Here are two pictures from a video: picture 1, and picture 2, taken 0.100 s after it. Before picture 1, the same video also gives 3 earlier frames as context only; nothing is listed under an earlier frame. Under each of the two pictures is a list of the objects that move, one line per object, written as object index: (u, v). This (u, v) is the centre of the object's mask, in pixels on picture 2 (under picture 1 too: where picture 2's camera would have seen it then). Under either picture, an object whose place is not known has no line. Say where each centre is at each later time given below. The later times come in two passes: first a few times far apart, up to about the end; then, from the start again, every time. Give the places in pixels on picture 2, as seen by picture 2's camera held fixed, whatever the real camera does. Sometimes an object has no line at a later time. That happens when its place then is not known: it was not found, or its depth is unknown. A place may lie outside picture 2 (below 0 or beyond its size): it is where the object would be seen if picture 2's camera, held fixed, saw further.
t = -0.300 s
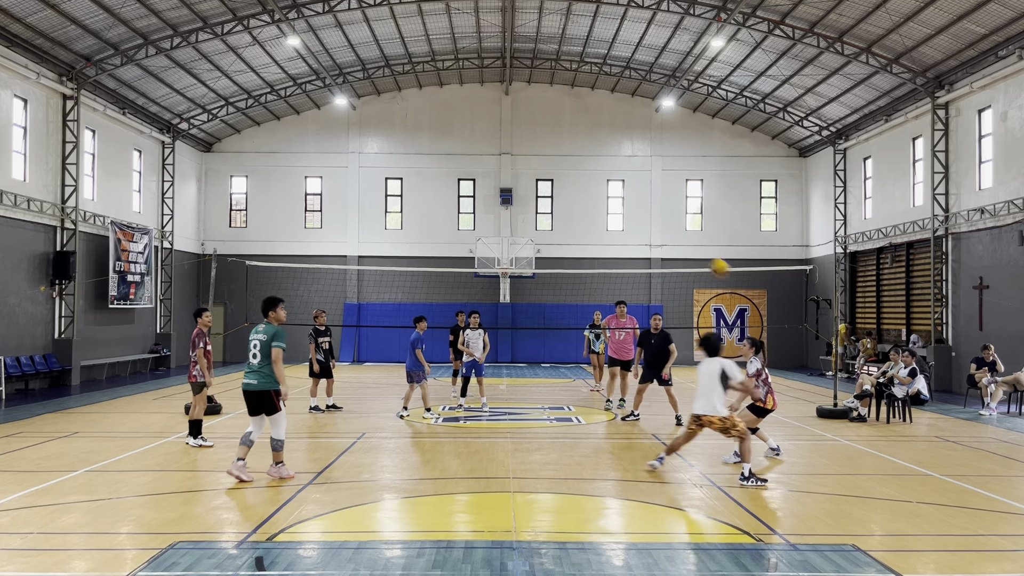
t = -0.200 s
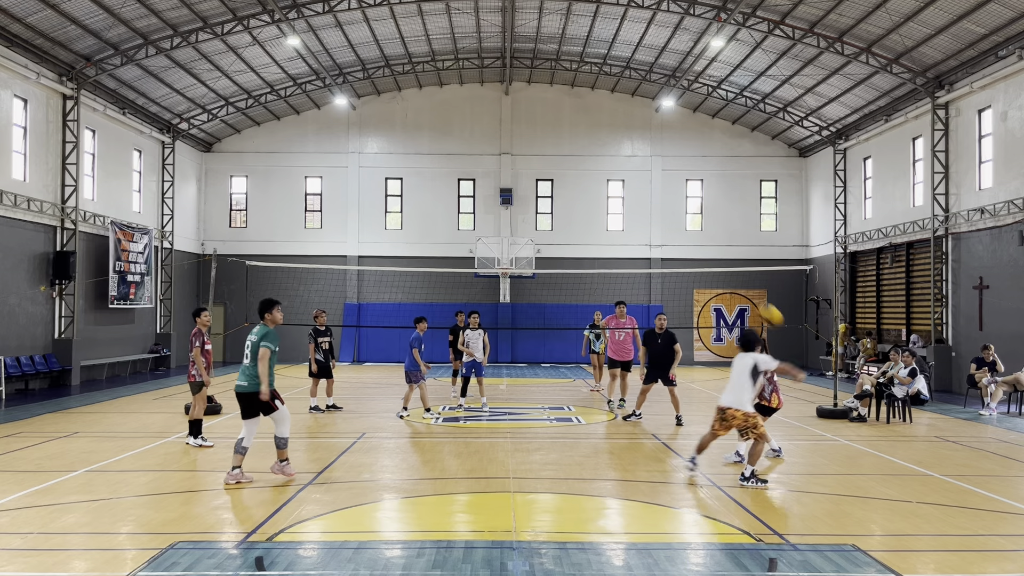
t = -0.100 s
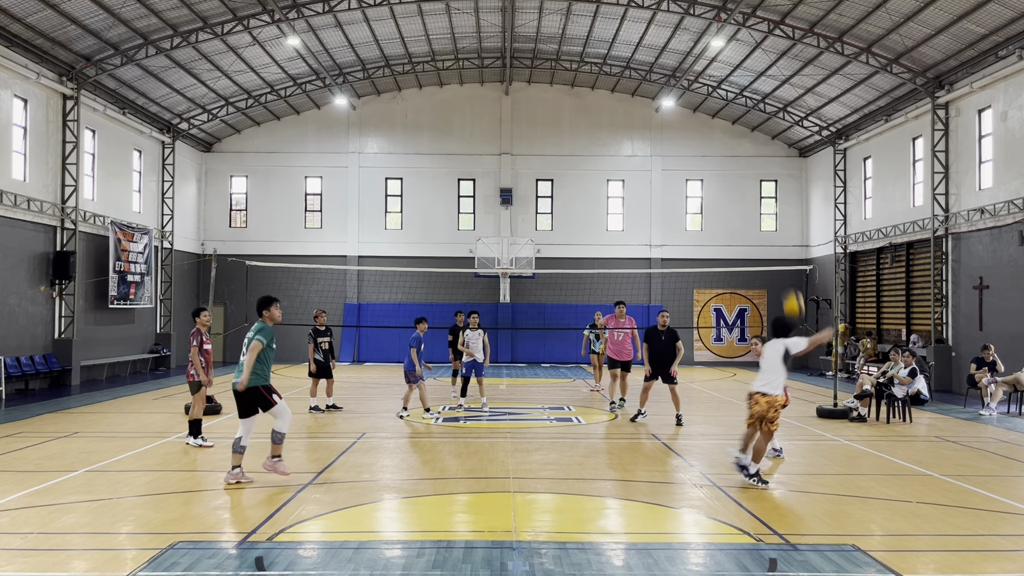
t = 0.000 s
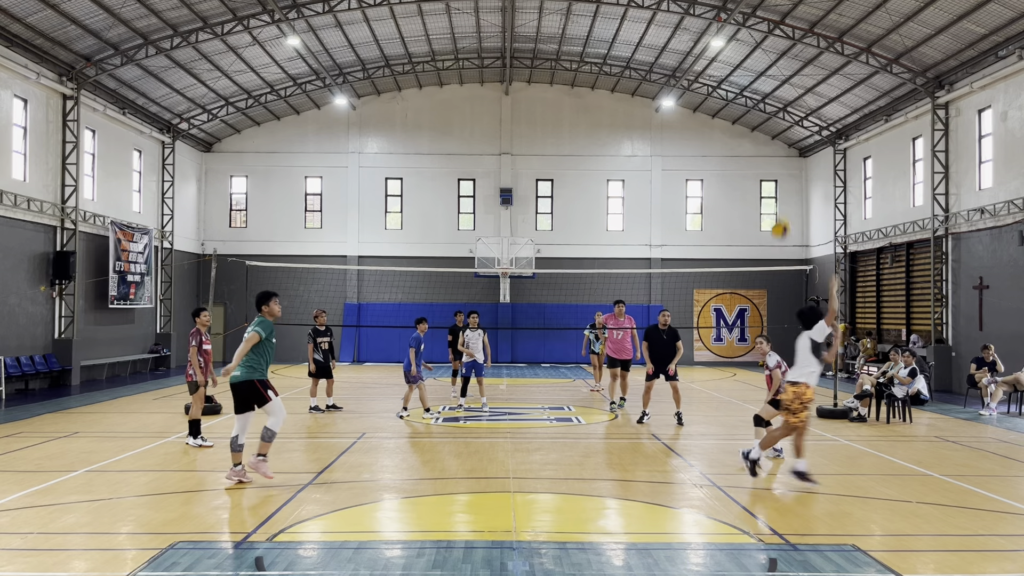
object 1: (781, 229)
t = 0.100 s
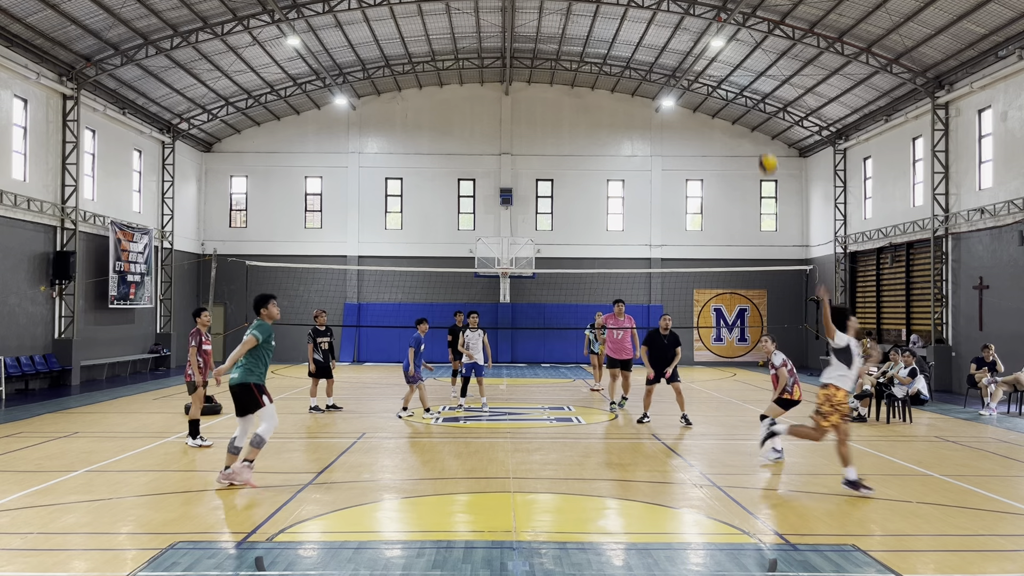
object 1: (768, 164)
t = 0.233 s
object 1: (751, 99)
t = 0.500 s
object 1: (721, 25)
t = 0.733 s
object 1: (698, 14)
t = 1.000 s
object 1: (673, 53)
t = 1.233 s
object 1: (655, 125)
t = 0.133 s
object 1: (763, 145)
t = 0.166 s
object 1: (760, 129)
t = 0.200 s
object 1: (756, 114)
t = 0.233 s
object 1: (751, 99)
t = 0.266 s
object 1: (747, 86)
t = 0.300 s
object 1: (743, 75)
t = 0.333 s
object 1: (739, 64)
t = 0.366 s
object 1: (736, 54)
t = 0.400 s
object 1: (732, 46)
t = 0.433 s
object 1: (730, 38)
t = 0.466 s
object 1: (726, 30)
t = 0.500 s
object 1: (721, 25)
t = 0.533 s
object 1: (718, 21)
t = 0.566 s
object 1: (714, 18)
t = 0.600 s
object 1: (711, 16)
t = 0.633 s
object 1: (708, 14)
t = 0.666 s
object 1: (704, 13)
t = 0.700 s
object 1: (701, 13)
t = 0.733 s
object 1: (698, 14)
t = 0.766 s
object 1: (694, 15)
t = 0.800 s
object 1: (691, 19)
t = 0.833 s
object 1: (688, 23)
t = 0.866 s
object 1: (685, 27)
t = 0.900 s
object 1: (682, 33)
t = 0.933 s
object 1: (679, 39)
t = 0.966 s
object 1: (676, 45)
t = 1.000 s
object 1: (673, 53)
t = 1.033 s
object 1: (670, 61)
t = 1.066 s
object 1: (668, 70)
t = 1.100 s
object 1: (665, 80)
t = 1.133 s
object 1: (662, 89)
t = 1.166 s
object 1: (658, 103)
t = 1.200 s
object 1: (656, 114)
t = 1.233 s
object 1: (655, 125)
